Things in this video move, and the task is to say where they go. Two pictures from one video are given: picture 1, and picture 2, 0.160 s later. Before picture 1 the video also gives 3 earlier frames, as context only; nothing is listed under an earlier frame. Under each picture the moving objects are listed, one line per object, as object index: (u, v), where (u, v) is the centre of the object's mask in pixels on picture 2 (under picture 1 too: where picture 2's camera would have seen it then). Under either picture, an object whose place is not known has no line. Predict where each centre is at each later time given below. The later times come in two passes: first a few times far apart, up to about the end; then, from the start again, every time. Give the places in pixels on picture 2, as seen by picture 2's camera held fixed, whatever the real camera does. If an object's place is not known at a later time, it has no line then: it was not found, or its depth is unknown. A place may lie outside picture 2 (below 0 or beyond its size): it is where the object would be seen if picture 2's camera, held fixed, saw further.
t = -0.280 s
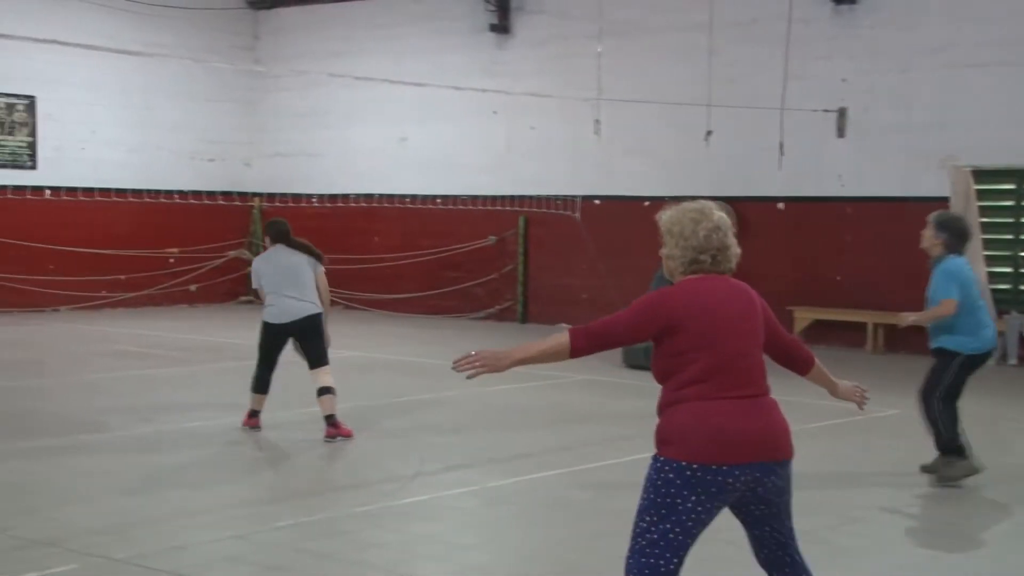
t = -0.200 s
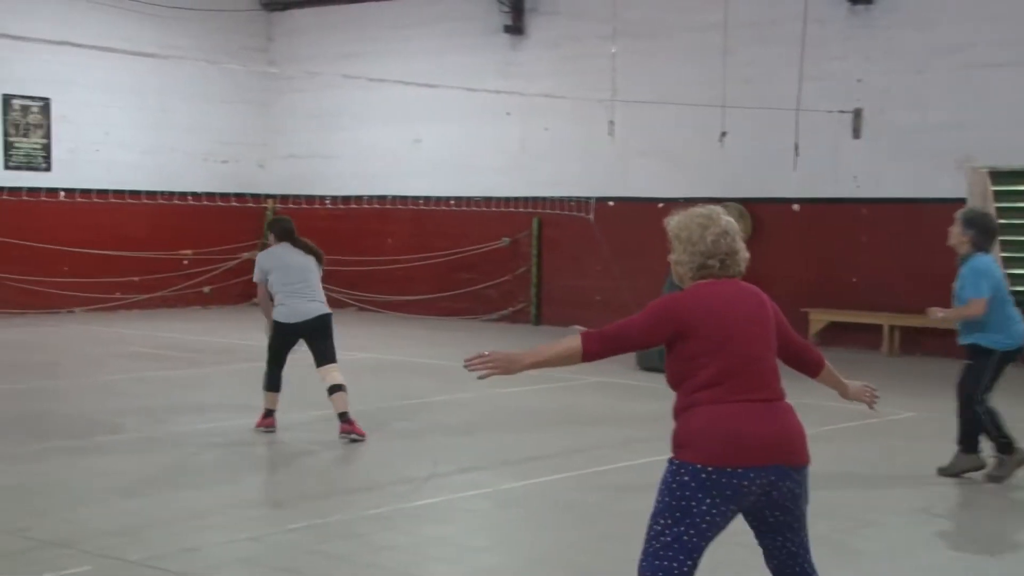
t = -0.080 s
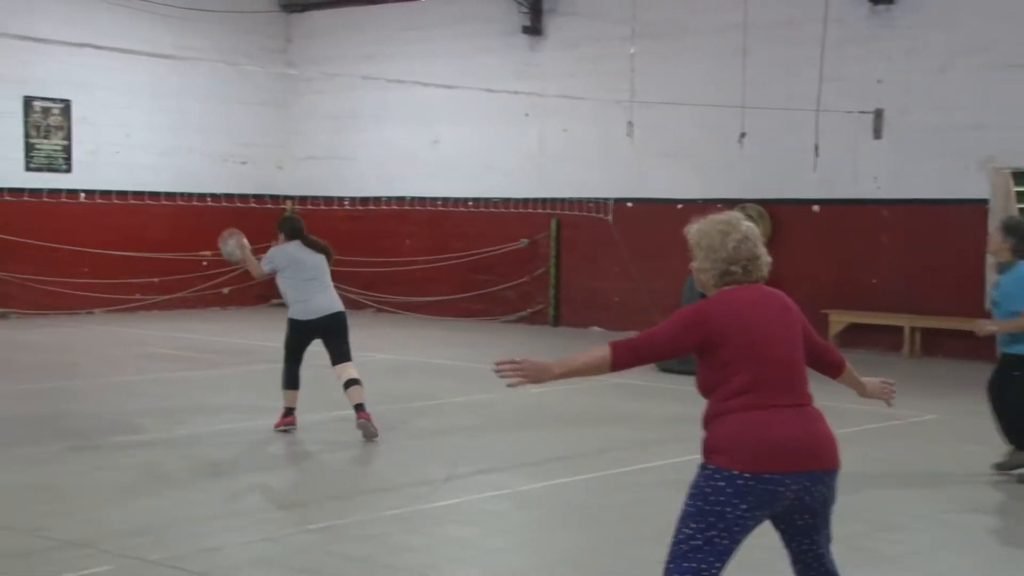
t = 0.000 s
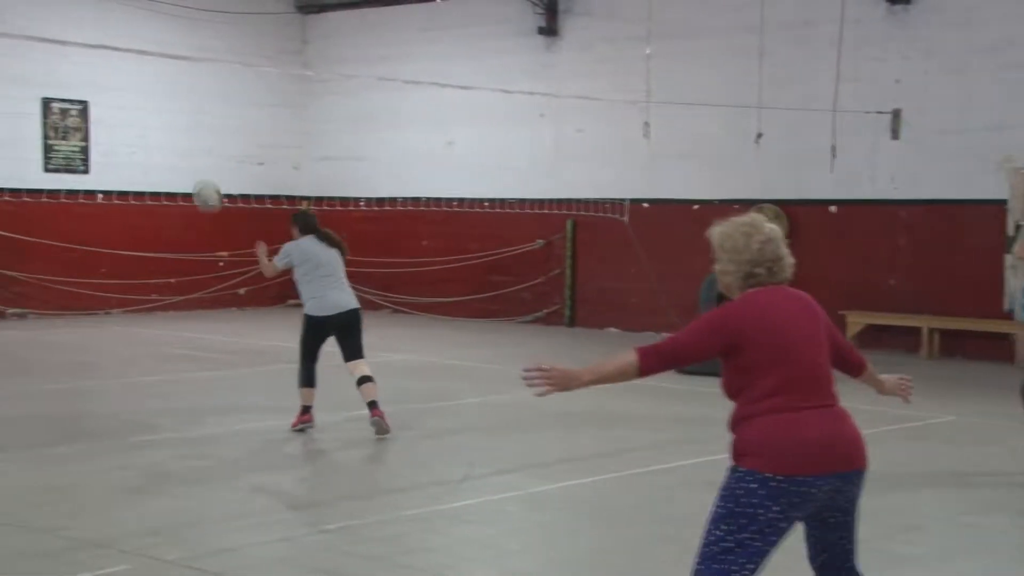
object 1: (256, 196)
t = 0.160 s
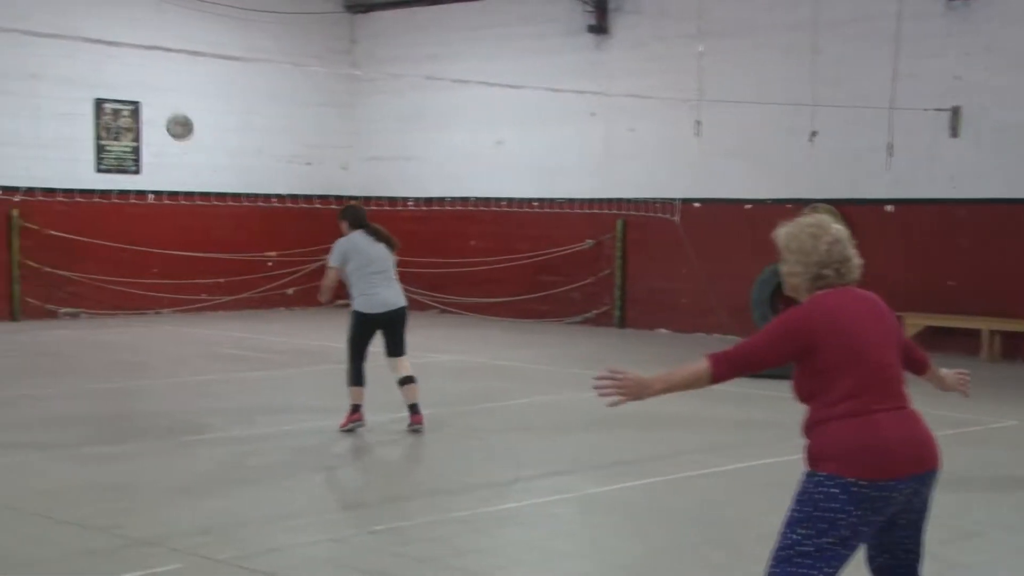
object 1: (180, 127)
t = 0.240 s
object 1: (144, 107)
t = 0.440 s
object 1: (71, 96)
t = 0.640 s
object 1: (15, 130)
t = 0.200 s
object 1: (162, 116)
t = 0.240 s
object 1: (144, 107)
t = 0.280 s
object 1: (129, 101)
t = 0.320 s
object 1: (113, 95)
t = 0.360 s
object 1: (98, 94)
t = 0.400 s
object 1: (84, 94)
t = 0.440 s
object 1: (71, 96)
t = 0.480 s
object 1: (59, 100)
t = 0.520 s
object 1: (47, 105)
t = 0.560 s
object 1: (36, 112)
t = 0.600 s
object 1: (25, 120)
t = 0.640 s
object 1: (15, 130)
